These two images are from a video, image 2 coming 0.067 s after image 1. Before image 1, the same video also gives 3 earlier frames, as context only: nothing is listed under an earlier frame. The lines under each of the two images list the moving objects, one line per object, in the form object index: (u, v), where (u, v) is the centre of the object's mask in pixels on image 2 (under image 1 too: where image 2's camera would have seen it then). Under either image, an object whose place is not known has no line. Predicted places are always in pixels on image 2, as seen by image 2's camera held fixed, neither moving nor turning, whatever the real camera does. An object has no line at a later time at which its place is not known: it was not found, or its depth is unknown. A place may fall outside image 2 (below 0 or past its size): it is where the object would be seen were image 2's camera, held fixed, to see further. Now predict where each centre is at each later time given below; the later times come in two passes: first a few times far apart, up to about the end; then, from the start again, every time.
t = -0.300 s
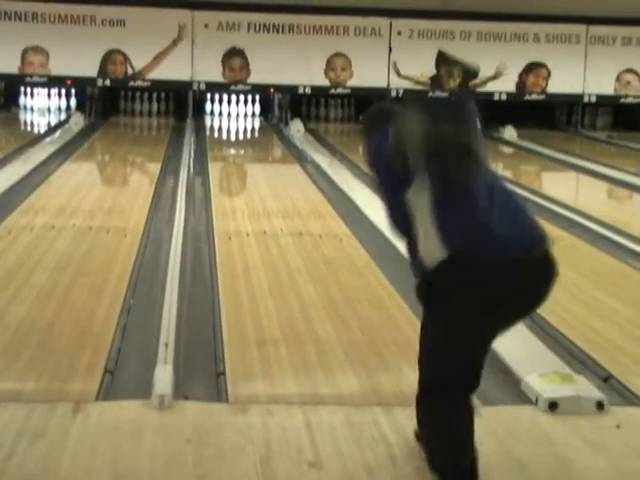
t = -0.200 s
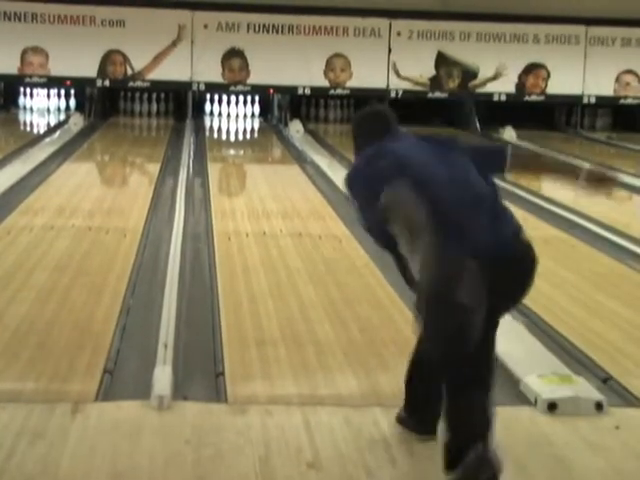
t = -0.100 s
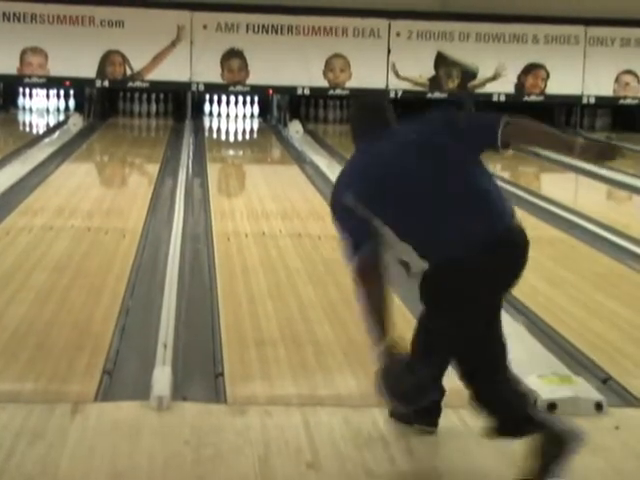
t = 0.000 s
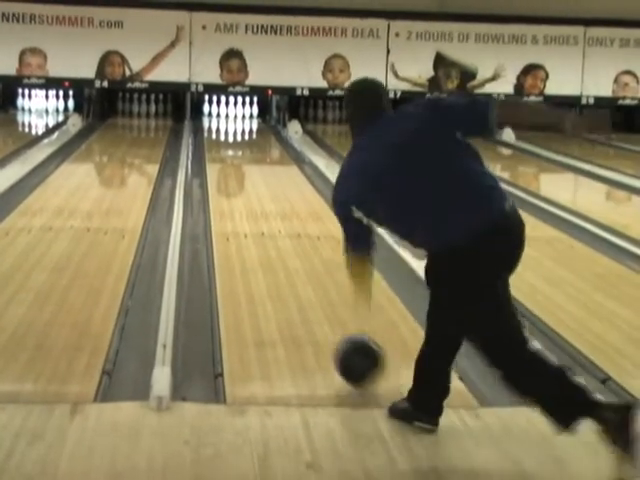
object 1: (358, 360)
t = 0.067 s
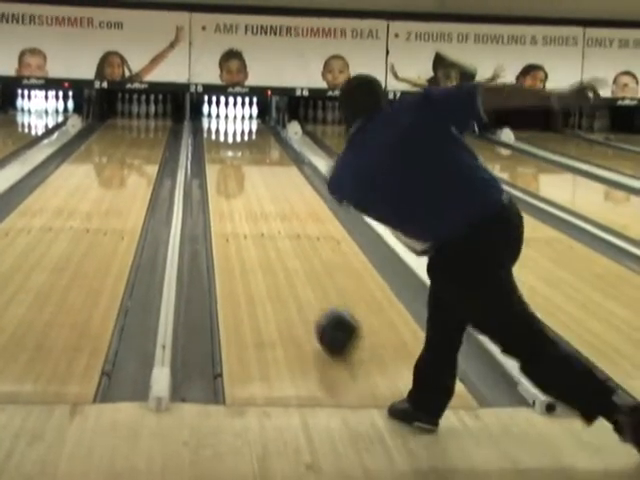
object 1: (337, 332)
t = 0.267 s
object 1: (294, 265)
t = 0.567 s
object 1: (256, 208)
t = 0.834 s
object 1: (237, 177)
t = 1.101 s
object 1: (225, 156)
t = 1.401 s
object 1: (216, 138)
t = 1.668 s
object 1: (213, 128)
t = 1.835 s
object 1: (216, 122)
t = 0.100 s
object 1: (328, 319)
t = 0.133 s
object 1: (320, 306)
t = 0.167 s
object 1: (313, 295)
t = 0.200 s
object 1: (306, 284)
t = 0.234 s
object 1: (299, 275)
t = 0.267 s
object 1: (294, 265)
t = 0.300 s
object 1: (288, 257)
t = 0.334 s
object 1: (283, 250)
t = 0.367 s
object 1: (279, 243)
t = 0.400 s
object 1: (274, 236)
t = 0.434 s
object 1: (270, 230)
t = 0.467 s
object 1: (267, 223)
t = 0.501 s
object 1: (263, 218)
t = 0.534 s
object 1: (259, 213)
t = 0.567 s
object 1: (256, 208)
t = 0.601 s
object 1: (253, 203)
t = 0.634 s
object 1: (250, 198)
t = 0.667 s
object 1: (248, 194)
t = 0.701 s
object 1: (245, 190)
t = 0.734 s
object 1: (243, 186)
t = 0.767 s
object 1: (241, 183)
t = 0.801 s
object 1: (239, 180)
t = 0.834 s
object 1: (237, 177)
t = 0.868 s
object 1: (235, 174)
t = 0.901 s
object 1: (233, 171)
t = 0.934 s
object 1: (231, 168)
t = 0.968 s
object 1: (230, 166)
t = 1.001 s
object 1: (228, 163)
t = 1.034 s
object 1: (227, 160)
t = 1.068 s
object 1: (226, 158)
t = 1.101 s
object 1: (225, 156)
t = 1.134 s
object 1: (223, 153)
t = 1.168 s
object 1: (222, 152)
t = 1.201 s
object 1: (221, 149)
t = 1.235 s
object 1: (220, 148)
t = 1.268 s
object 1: (219, 146)
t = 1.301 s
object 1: (218, 144)
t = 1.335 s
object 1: (217, 142)
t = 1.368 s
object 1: (217, 141)
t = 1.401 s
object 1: (216, 138)
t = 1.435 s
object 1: (215, 137)
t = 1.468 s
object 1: (214, 135)
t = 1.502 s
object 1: (214, 134)
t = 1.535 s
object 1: (213, 132)
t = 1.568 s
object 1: (214, 131)
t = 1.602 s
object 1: (214, 130)
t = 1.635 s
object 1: (214, 129)
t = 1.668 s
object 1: (213, 128)
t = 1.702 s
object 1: (214, 127)
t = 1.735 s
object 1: (214, 125)
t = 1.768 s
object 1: (214, 125)
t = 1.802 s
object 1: (215, 124)
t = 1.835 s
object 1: (216, 122)
